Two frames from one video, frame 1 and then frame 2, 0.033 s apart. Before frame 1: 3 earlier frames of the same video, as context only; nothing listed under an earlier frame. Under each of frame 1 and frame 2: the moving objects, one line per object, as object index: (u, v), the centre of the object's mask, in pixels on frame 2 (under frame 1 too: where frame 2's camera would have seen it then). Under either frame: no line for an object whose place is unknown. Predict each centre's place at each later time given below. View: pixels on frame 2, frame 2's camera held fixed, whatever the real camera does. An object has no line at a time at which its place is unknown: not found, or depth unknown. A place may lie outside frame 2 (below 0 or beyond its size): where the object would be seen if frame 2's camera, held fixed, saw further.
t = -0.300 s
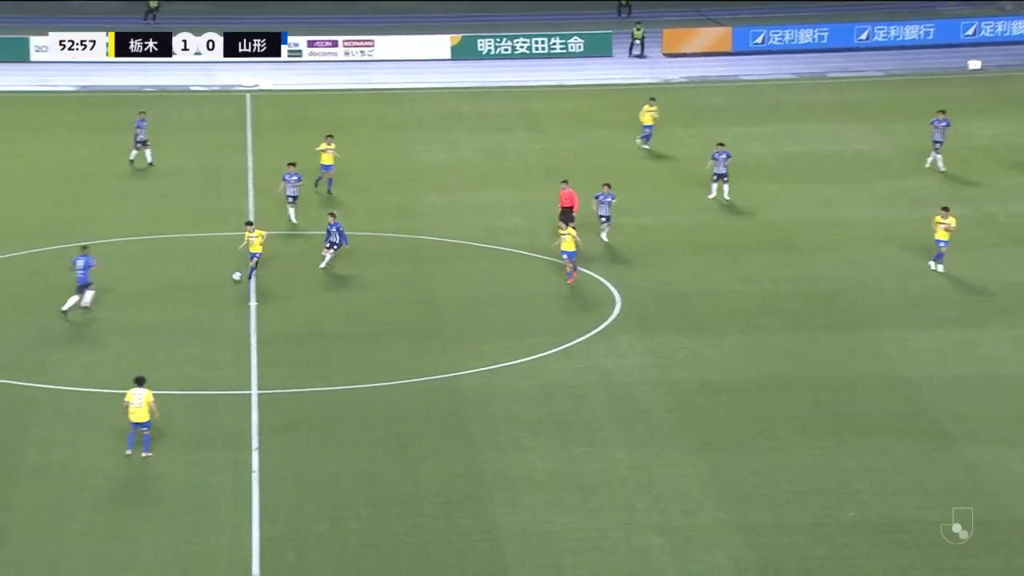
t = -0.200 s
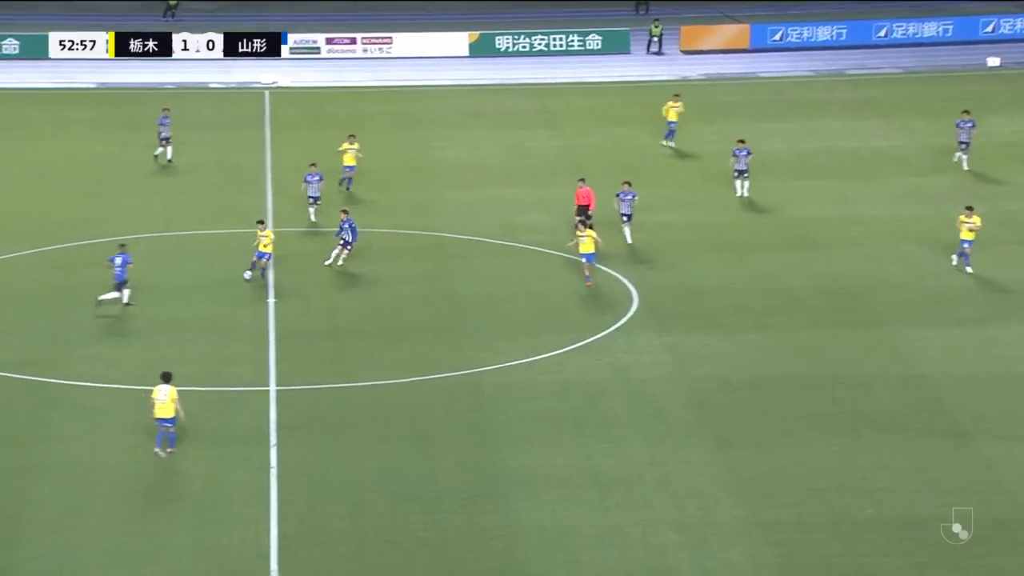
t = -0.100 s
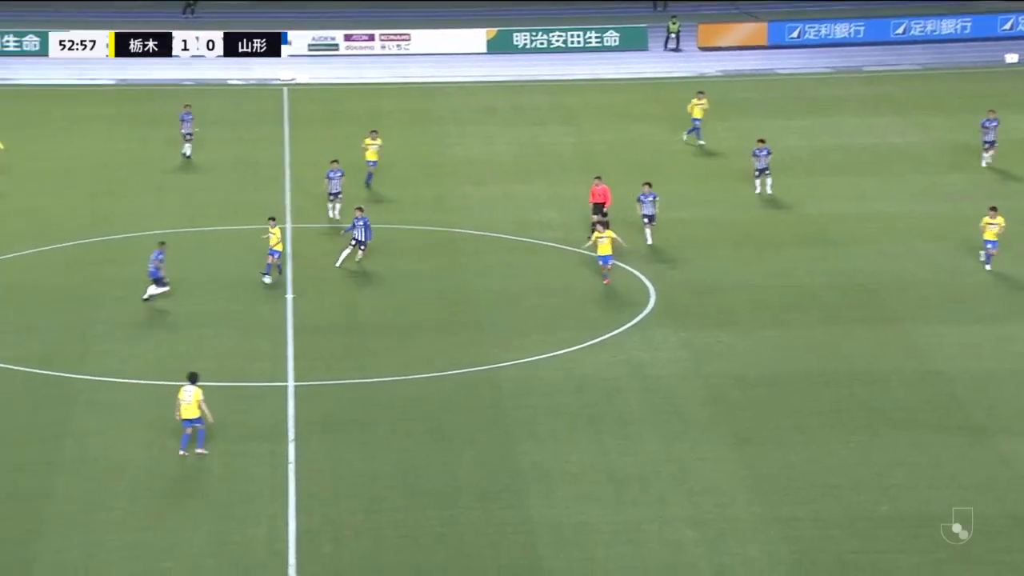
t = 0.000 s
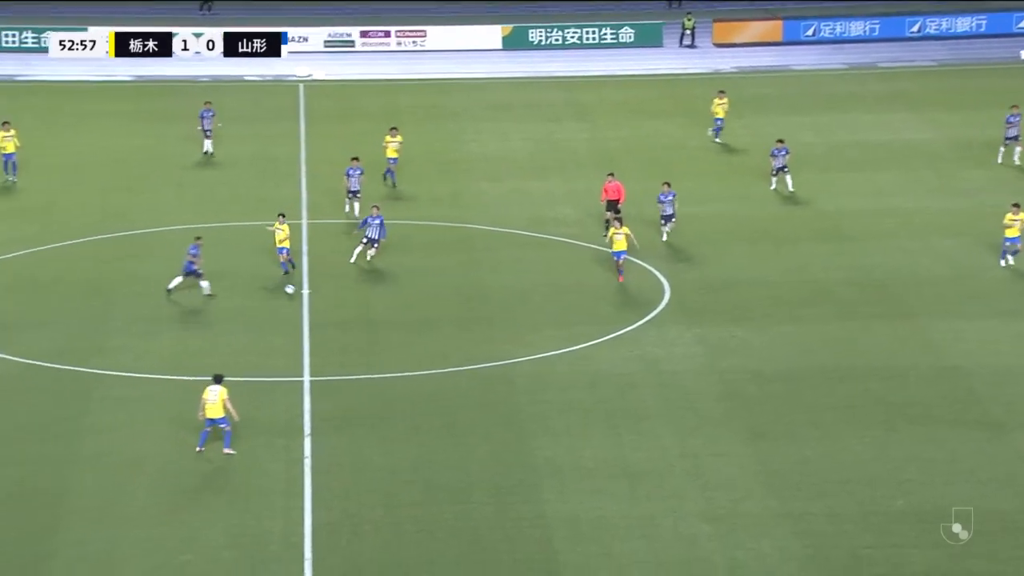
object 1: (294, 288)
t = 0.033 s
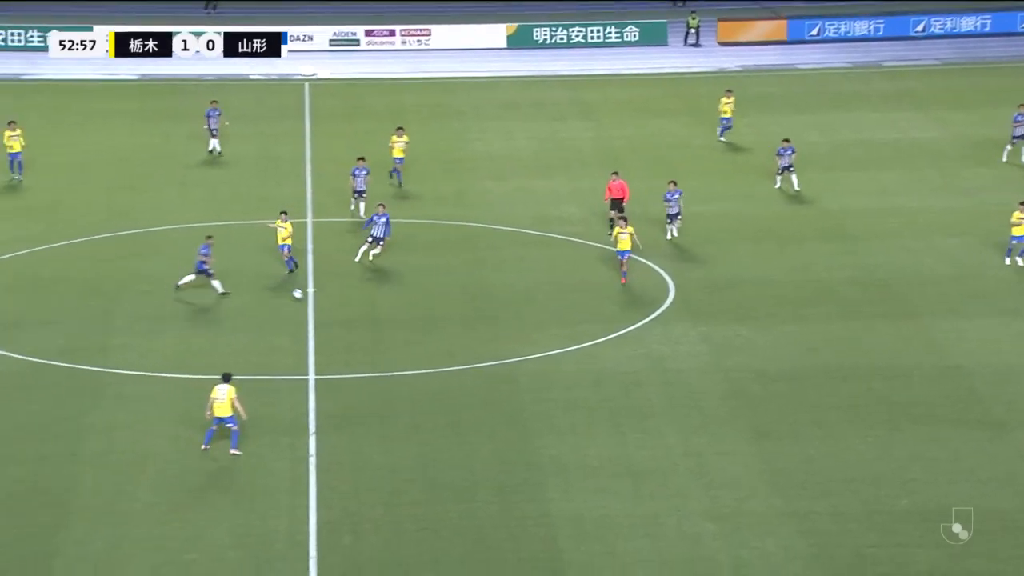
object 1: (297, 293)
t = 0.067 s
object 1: (300, 298)
